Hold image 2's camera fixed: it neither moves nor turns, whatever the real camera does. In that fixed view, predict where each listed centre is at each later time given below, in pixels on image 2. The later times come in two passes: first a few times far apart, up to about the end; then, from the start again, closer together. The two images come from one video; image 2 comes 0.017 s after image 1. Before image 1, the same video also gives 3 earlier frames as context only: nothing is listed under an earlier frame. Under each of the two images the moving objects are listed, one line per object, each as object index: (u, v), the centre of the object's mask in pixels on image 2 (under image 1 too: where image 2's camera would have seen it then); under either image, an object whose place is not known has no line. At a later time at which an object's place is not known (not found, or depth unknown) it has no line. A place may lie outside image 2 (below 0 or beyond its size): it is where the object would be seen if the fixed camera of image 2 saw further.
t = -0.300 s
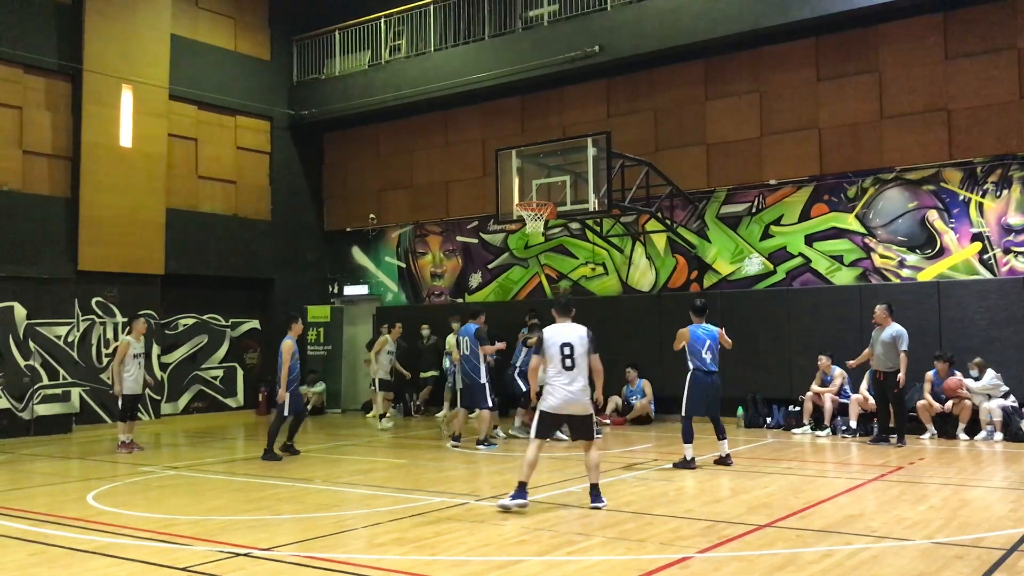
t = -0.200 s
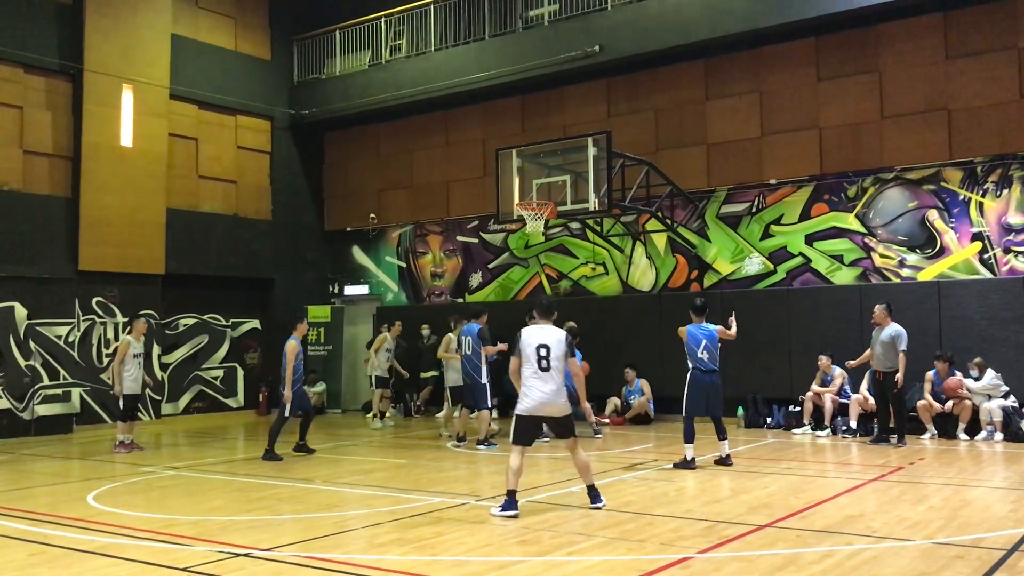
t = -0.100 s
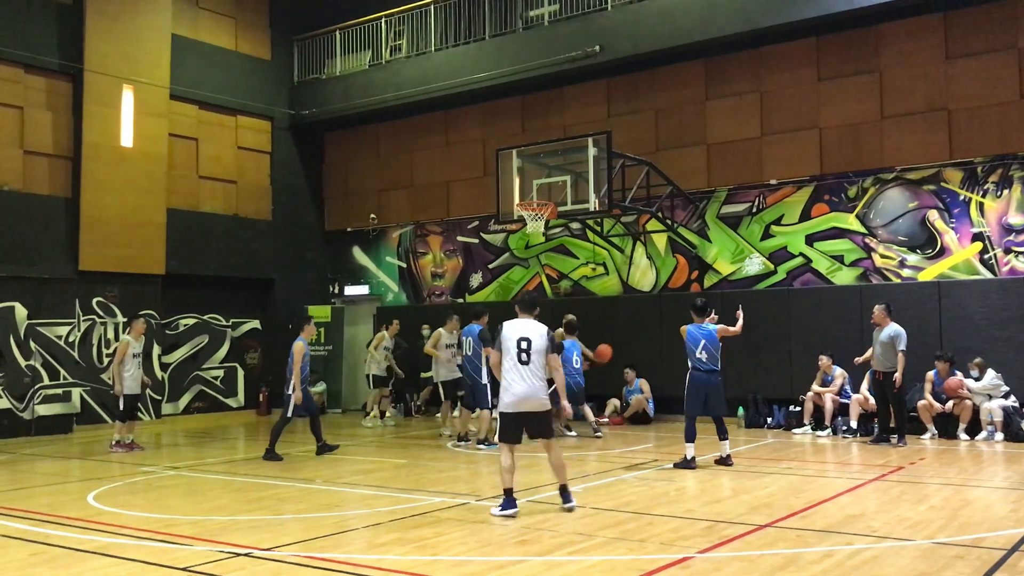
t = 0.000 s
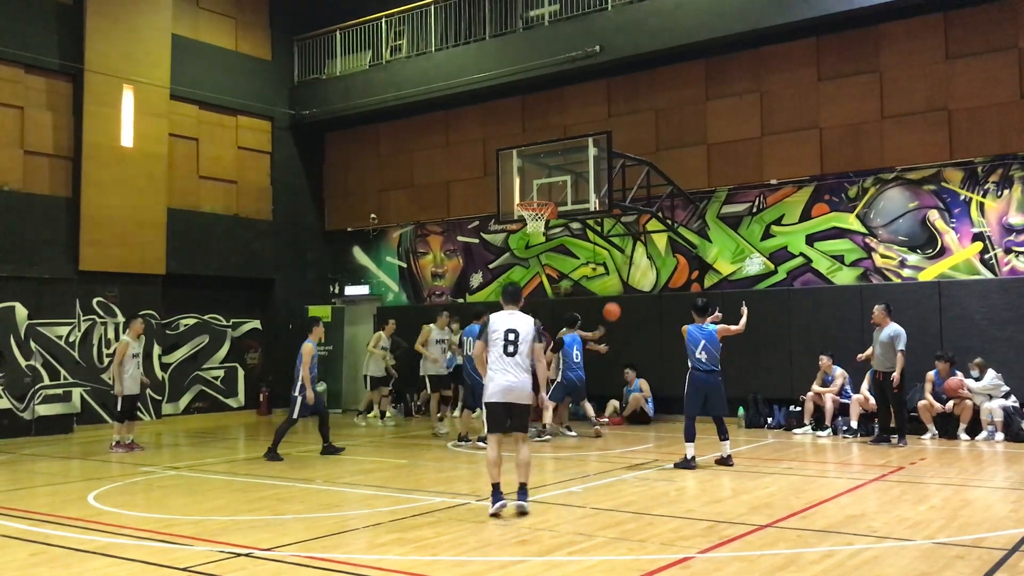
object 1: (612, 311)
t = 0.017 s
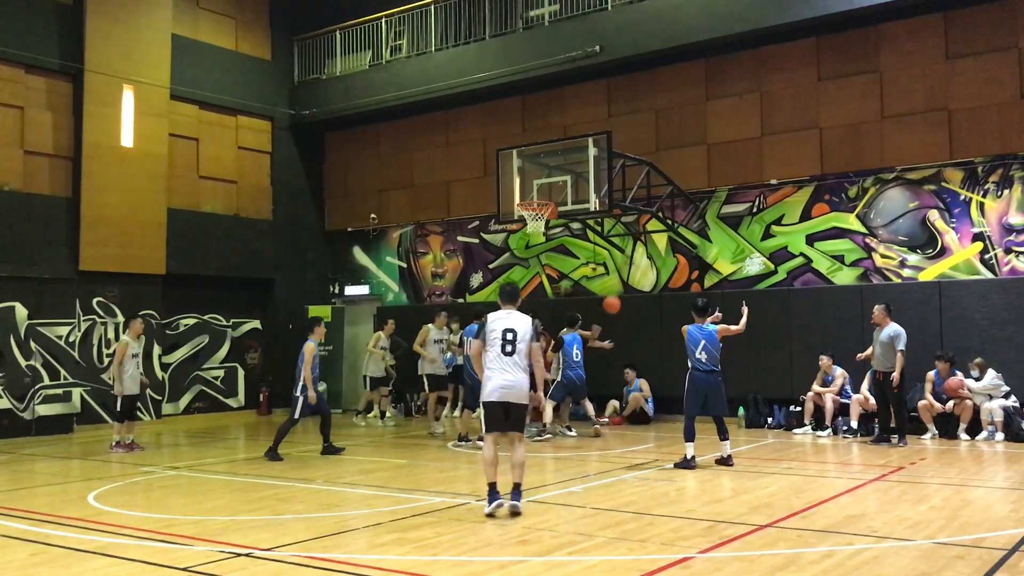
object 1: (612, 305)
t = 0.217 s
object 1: (612, 228)
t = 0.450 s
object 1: (613, 167)
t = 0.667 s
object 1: (614, 143)
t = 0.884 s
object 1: (617, 161)
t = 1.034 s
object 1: (620, 207)
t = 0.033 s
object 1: (612, 299)
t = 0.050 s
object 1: (612, 291)
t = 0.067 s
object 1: (612, 284)
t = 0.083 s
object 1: (612, 278)
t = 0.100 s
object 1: (612, 271)
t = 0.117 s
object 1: (613, 265)
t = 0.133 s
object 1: (612, 258)
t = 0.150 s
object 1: (612, 252)
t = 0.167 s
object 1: (612, 245)
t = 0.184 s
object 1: (612, 240)
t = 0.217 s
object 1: (612, 228)
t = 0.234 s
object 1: (612, 223)
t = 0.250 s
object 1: (612, 217)
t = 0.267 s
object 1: (612, 212)
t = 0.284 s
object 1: (612, 207)
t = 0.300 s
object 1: (613, 203)
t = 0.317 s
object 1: (612, 198)
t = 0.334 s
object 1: (612, 193)
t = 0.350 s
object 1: (612, 189)
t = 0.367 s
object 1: (612, 185)
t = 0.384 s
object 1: (612, 181)
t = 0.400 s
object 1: (613, 177)
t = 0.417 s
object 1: (613, 174)
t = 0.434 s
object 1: (613, 170)
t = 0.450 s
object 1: (613, 167)
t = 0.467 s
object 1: (613, 164)
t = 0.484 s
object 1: (613, 160)
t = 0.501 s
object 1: (613, 158)
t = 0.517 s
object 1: (613, 155)
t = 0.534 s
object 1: (613, 153)
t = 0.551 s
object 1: (613, 151)
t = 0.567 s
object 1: (613, 149)
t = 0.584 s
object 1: (614, 147)
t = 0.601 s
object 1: (614, 146)
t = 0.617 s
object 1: (614, 145)
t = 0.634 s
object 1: (614, 144)
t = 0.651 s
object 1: (614, 143)
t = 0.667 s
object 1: (614, 143)
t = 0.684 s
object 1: (614, 143)
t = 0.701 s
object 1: (614, 143)
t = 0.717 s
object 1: (615, 143)
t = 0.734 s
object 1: (615, 143)
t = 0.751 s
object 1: (615, 144)
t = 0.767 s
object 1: (615, 145)
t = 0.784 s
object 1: (615, 147)
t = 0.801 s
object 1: (616, 148)
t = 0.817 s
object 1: (616, 150)
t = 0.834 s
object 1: (616, 152)
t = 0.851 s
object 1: (617, 155)
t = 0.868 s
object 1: (617, 158)
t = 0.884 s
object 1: (617, 161)
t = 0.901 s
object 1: (618, 164)
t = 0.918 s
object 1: (618, 168)
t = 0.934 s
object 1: (619, 173)
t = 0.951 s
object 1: (619, 177)
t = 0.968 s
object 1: (619, 183)
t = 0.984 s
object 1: (619, 188)
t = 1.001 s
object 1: (620, 194)
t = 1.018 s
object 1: (620, 200)
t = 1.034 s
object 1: (620, 207)
